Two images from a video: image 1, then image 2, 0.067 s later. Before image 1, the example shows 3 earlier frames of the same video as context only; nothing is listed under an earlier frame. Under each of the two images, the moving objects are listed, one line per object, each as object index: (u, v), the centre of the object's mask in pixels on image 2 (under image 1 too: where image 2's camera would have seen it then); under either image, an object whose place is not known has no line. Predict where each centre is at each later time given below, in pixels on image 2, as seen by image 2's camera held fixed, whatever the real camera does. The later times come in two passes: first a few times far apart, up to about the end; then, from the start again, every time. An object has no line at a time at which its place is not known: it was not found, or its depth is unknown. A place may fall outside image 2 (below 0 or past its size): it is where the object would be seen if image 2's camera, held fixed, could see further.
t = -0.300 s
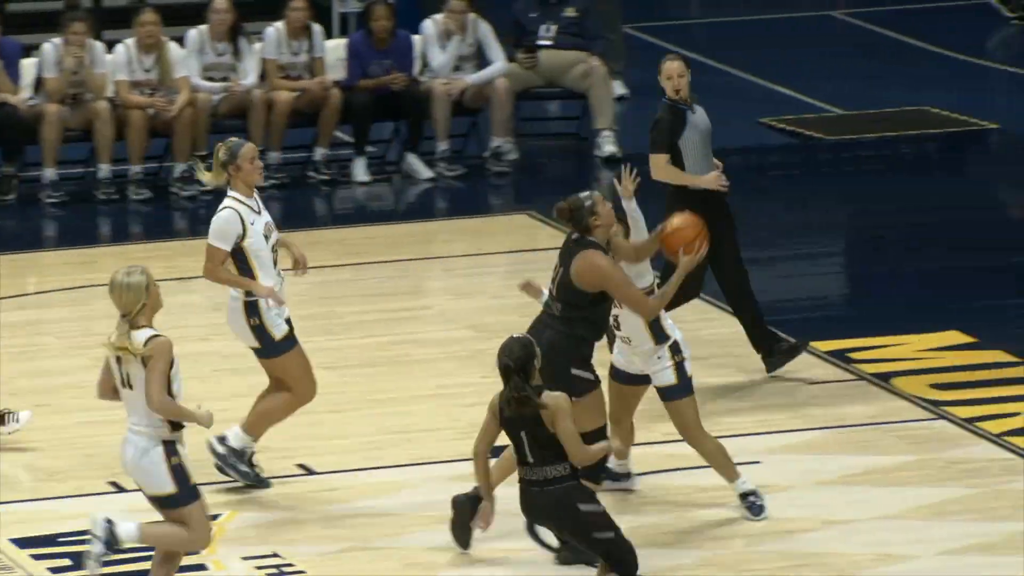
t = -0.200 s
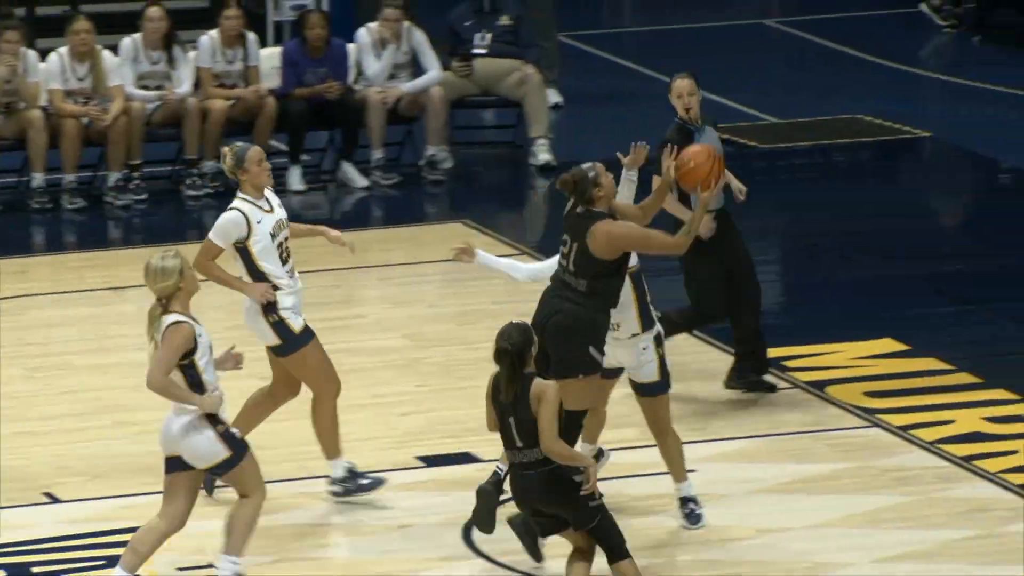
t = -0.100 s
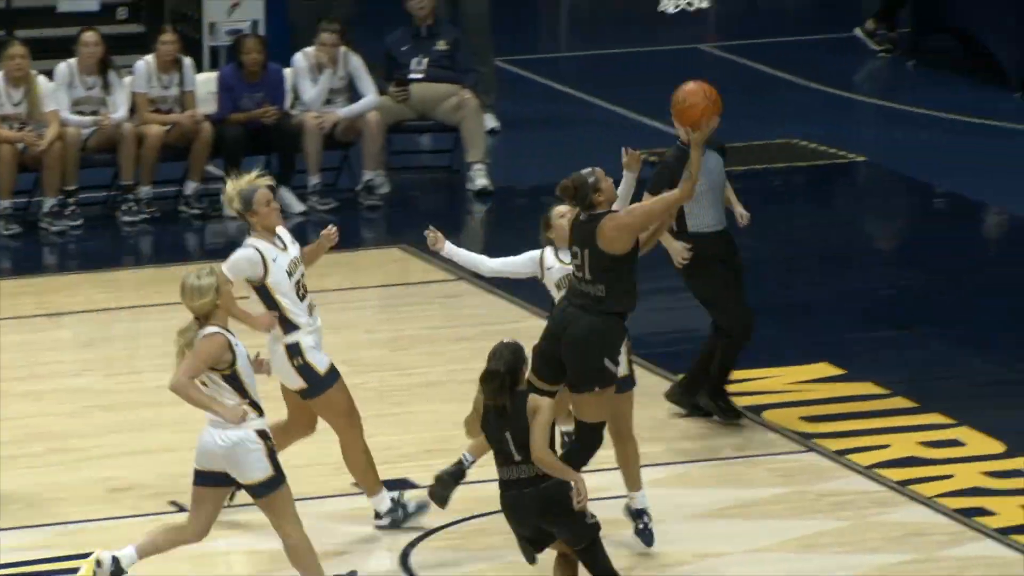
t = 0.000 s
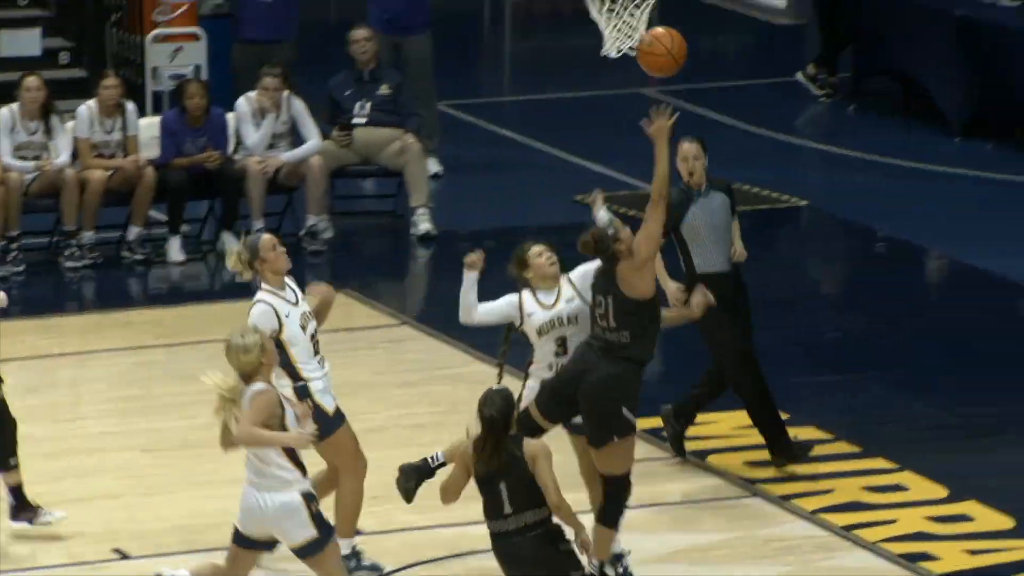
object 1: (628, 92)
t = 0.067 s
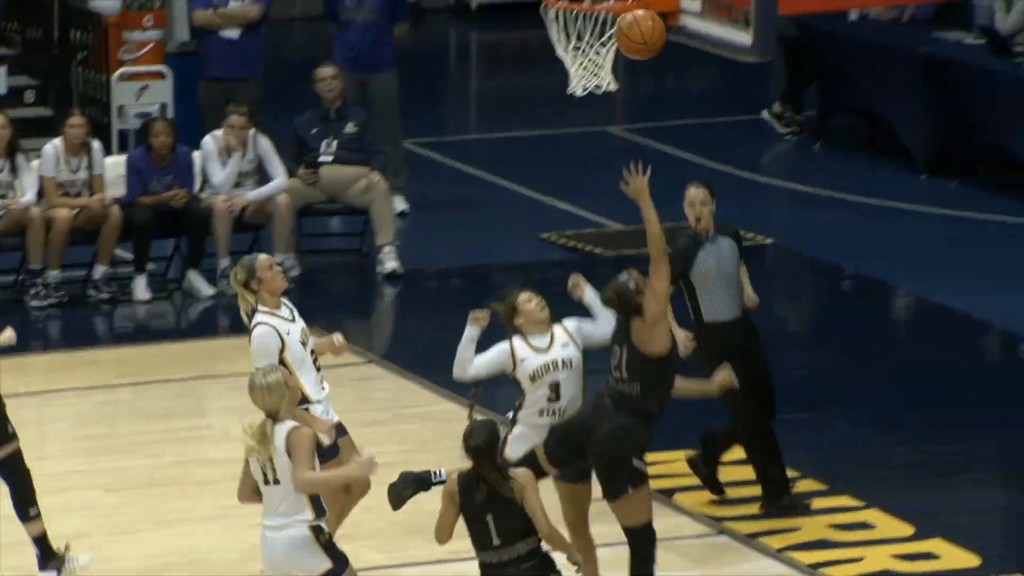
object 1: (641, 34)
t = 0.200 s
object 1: (671, -50)
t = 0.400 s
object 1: (641, -85)
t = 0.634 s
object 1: (573, -15)
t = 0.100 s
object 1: (651, 8)
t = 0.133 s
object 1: (656, -13)
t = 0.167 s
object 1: (663, -34)
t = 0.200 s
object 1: (671, -50)
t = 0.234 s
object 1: (675, -65)
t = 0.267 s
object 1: (679, -76)
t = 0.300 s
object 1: (669, -82)
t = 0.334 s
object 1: (660, -85)
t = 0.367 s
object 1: (651, -86)
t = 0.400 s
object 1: (641, -85)
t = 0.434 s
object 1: (632, -82)
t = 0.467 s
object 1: (622, -76)
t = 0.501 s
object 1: (612, -67)
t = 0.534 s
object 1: (602, -57)
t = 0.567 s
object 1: (592, -43)
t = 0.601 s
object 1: (582, -27)
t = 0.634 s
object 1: (573, -15)
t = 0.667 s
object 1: (582, 2)
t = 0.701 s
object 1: (594, 16)
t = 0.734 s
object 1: (607, 31)
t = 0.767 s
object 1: (623, 42)
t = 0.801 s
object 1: (632, 58)
